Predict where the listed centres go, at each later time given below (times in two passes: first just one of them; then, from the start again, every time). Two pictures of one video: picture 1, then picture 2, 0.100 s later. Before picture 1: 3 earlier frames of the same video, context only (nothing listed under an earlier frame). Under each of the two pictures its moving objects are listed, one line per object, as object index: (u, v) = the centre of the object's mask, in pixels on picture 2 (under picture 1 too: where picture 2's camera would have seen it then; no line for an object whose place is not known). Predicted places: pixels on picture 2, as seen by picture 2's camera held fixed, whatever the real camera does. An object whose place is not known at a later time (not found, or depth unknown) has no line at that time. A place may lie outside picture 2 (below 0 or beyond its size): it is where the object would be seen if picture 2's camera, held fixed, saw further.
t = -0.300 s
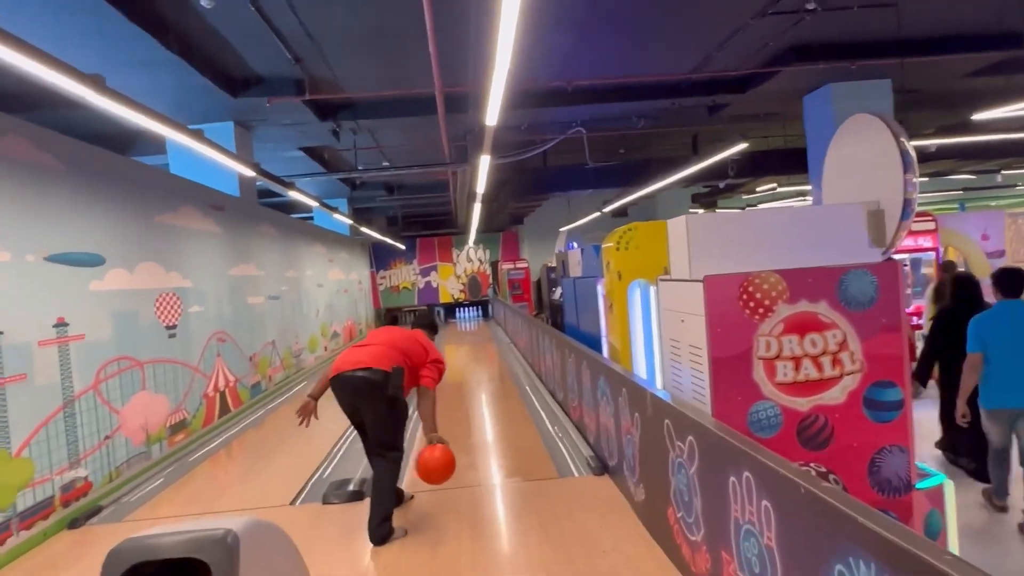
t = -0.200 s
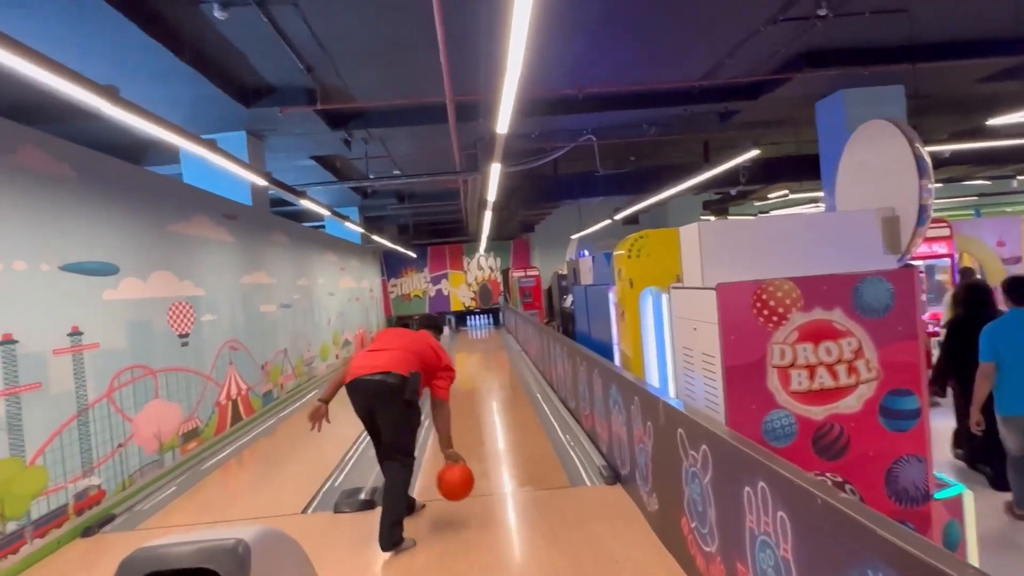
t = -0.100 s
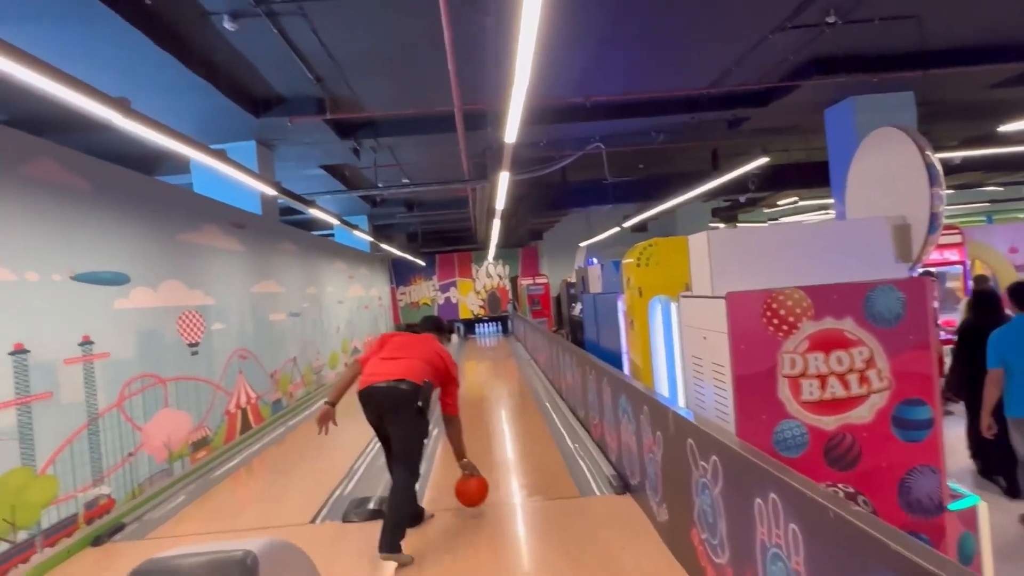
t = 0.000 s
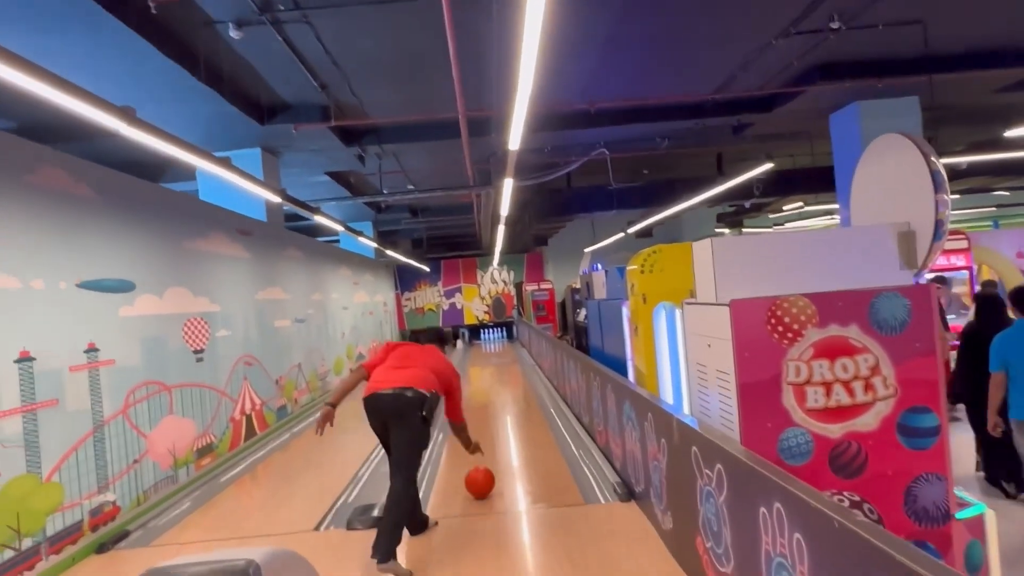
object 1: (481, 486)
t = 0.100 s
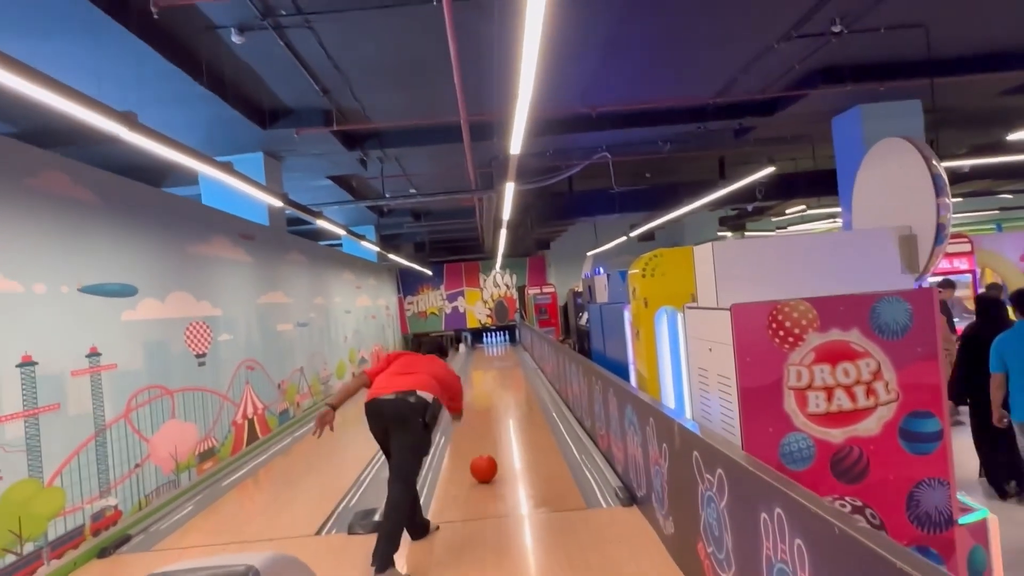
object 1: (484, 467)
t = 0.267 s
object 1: (486, 444)
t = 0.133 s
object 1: (484, 462)
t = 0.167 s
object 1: (485, 457)
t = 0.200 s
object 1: (485, 453)
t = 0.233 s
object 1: (485, 449)
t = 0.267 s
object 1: (486, 444)
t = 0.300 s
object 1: (486, 440)
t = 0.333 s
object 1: (487, 437)
